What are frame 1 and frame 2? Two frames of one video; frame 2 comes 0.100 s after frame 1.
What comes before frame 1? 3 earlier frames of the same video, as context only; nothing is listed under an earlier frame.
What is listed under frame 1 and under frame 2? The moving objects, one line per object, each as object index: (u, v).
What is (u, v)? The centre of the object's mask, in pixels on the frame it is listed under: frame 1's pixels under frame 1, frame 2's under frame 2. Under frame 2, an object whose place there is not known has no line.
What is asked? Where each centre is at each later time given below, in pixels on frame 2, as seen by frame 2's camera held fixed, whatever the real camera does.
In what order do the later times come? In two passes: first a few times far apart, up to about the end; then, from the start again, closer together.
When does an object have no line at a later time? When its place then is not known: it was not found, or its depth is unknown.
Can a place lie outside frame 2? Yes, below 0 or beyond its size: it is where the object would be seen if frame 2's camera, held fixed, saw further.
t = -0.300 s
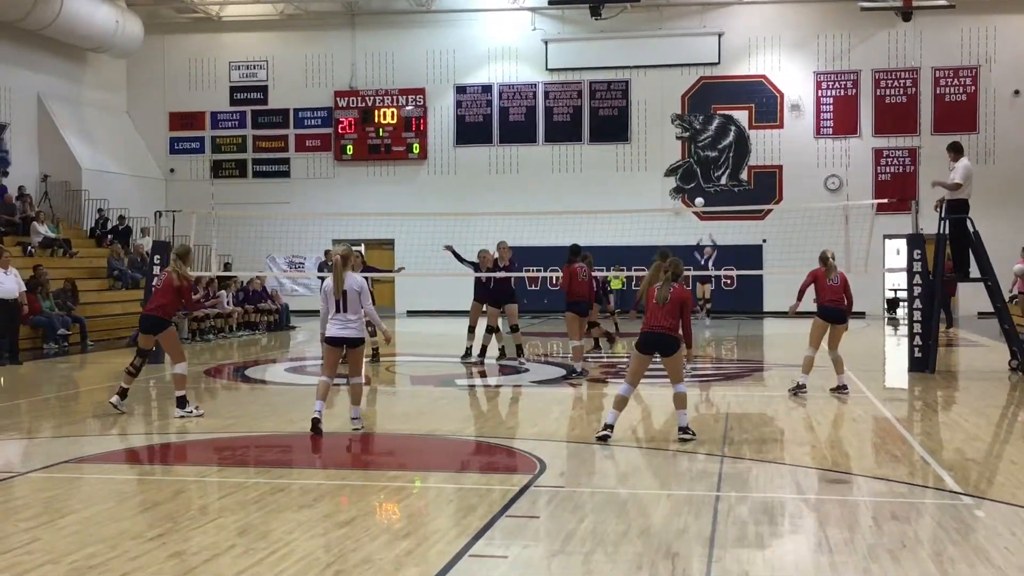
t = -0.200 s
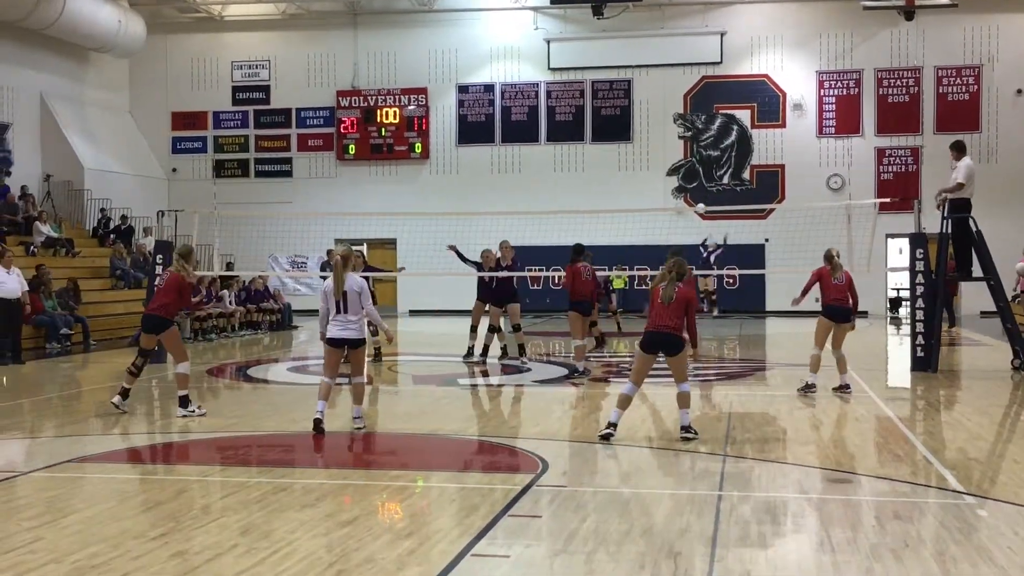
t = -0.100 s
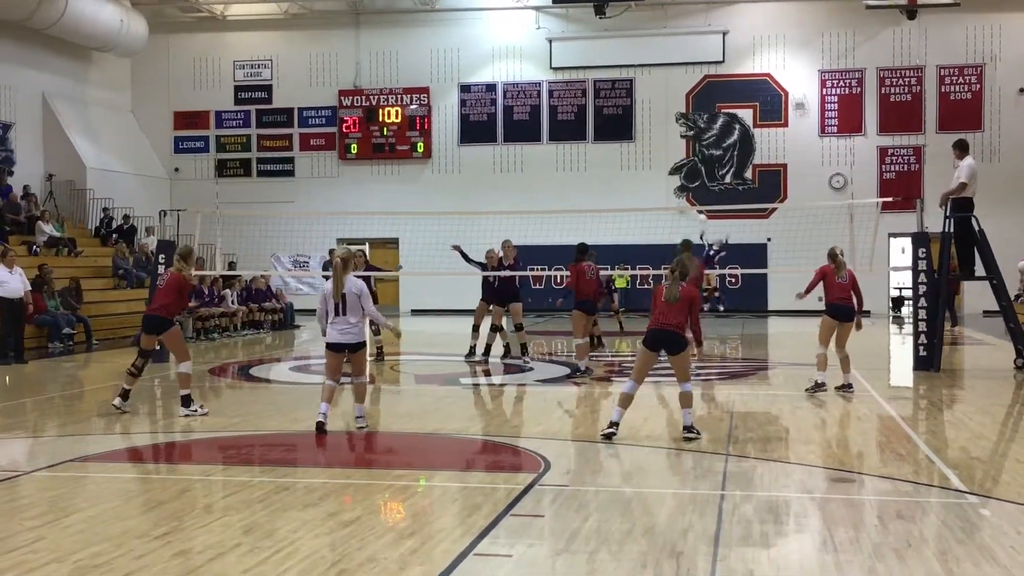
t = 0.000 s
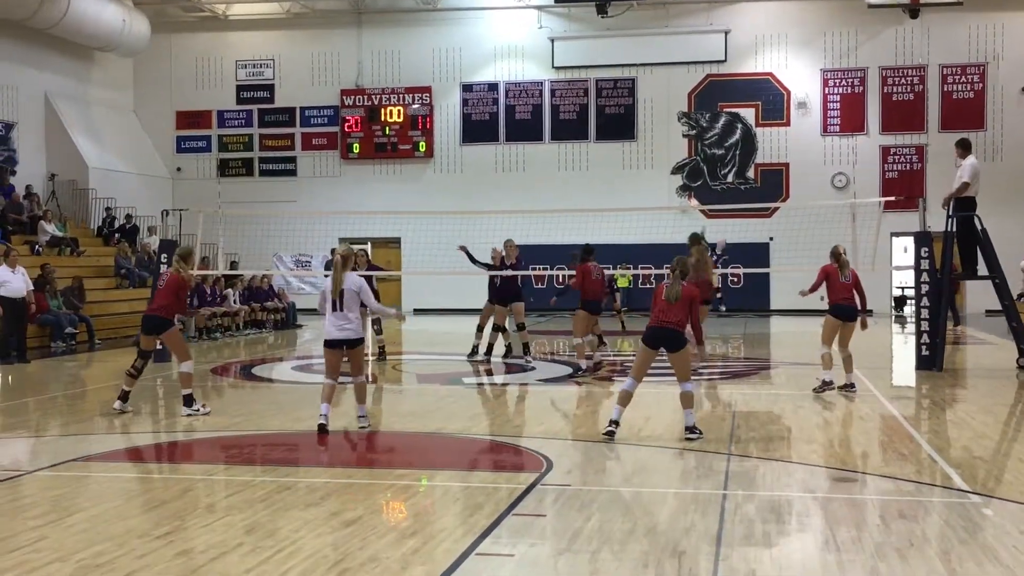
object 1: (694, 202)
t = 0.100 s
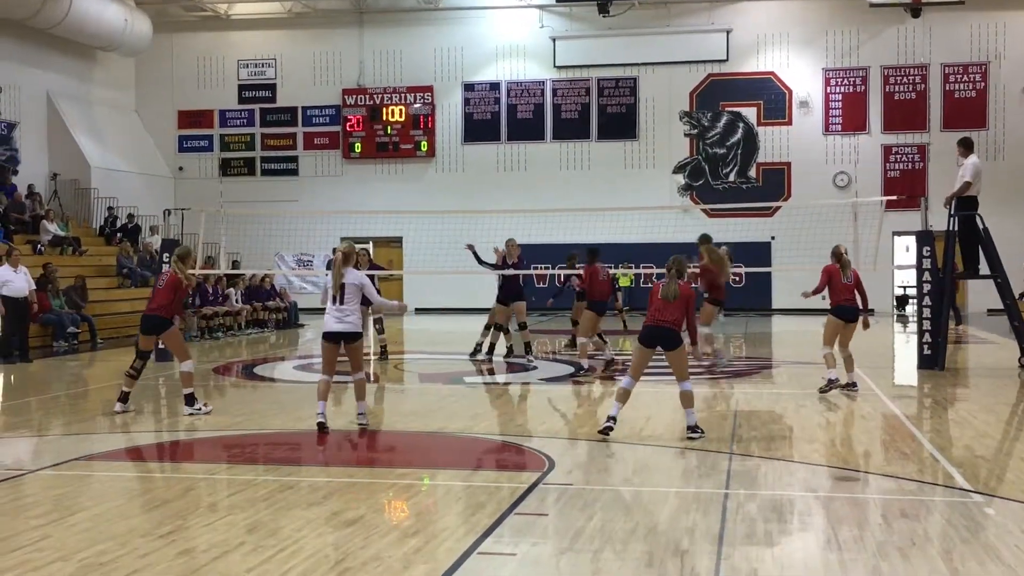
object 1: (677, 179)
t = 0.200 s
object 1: (662, 161)
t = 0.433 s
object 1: (623, 135)
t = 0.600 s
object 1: (585, 134)
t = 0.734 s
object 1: (551, 145)
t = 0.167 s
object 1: (669, 166)
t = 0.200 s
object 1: (662, 161)
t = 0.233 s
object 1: (658, 156)
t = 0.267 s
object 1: (652, 153)
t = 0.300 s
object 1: (647, 146)
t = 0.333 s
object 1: (642, 143)
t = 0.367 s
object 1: (634, 140)
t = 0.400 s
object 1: (629, 136)
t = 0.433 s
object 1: (623, 135)
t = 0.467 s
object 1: (615, 134)
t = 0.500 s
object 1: (608, 134)
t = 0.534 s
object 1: (601, 134)
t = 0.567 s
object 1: (593, 134)
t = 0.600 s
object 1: (585, 134)
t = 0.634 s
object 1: (577, 135)
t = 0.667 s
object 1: (568, 137)
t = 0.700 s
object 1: (559, 141)
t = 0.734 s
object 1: (551, 145)
